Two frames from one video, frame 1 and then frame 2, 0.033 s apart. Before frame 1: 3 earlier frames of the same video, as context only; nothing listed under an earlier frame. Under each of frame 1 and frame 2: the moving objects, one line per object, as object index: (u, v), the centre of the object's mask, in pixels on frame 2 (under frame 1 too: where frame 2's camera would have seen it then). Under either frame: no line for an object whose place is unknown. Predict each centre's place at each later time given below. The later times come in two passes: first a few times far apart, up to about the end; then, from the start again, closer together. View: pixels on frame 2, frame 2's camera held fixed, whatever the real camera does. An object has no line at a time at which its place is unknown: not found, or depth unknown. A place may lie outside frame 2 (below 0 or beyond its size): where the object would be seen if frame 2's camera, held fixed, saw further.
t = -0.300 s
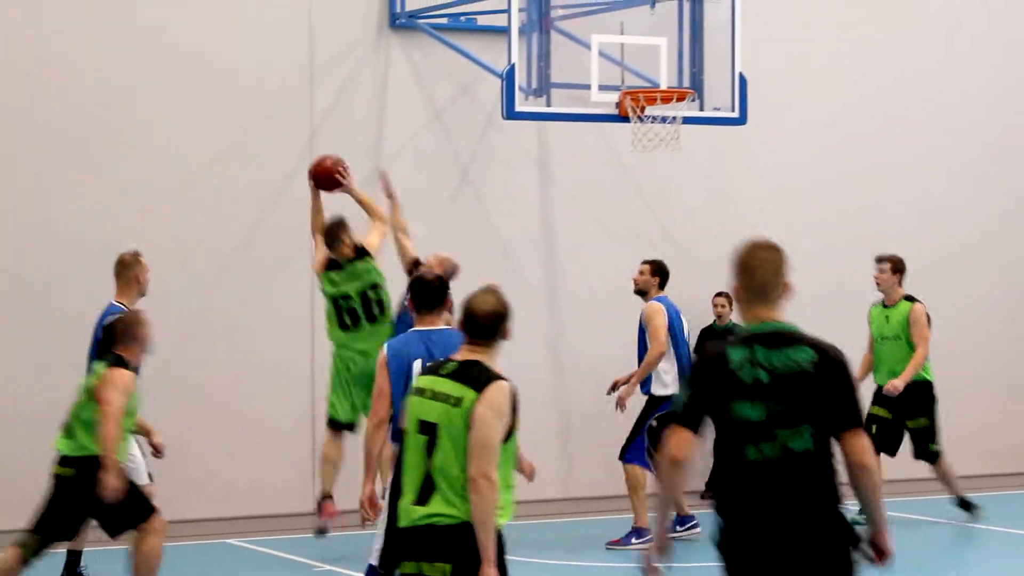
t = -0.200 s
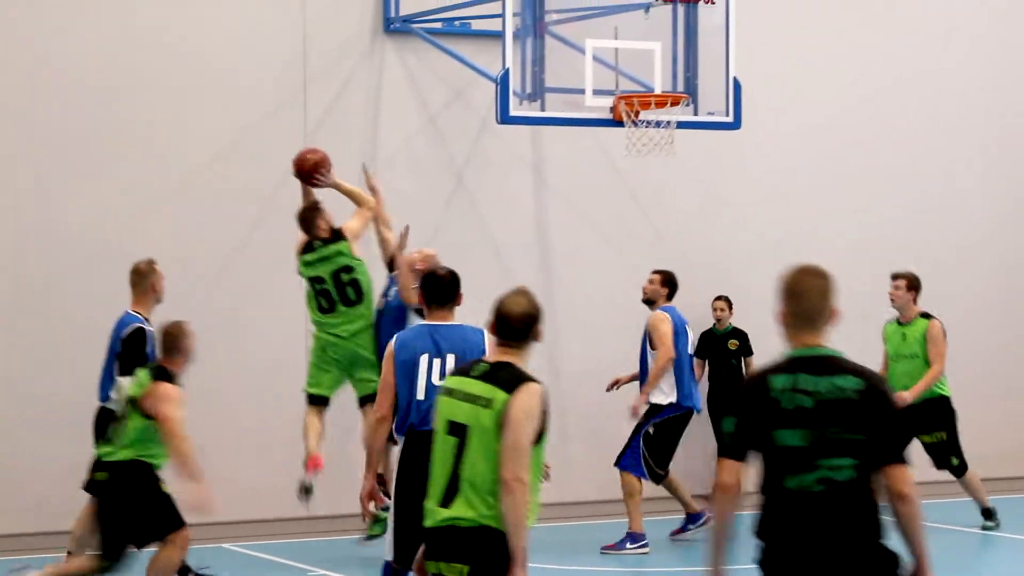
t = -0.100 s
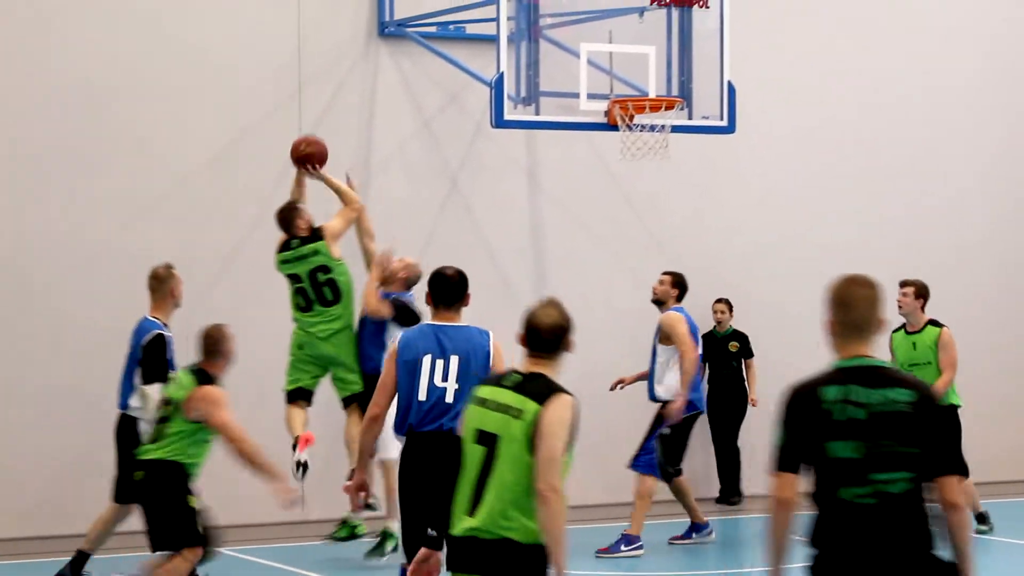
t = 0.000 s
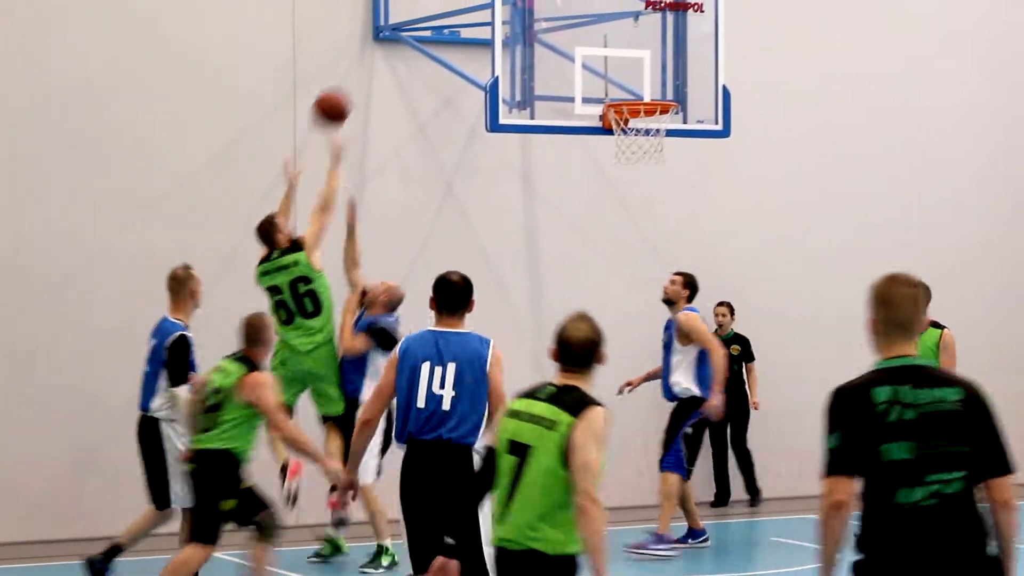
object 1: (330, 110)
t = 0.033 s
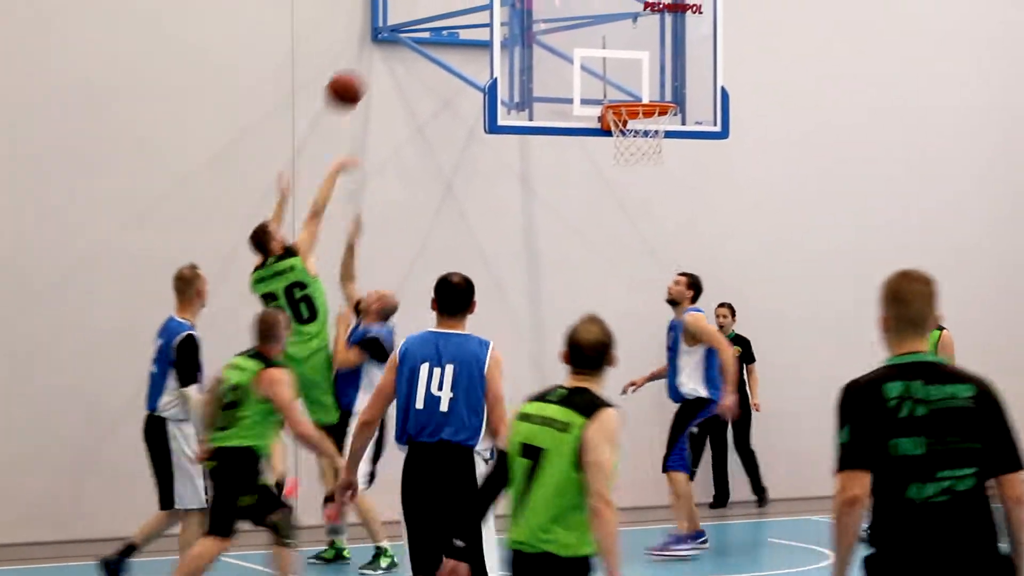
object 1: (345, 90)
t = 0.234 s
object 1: (432, 10)
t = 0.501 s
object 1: (516, 1)
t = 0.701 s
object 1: (559, 67)
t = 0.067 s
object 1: (360, 73)
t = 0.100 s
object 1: (375, 56)
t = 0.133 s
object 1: (388, 43)
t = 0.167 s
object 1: (402, 30)
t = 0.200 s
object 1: (417, 19)
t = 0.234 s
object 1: (432, 10)
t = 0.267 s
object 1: (445, 5)
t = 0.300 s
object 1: (459, 2)
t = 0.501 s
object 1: (516, 1)
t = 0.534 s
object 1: (523, 7)
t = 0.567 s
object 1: (530, 15)
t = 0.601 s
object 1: (537, 26)
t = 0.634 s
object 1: (544, 37)
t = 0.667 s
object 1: (552, 51)
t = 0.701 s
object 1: (559, 67)
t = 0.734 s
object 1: (566, 85)
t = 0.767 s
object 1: (573, 104)
